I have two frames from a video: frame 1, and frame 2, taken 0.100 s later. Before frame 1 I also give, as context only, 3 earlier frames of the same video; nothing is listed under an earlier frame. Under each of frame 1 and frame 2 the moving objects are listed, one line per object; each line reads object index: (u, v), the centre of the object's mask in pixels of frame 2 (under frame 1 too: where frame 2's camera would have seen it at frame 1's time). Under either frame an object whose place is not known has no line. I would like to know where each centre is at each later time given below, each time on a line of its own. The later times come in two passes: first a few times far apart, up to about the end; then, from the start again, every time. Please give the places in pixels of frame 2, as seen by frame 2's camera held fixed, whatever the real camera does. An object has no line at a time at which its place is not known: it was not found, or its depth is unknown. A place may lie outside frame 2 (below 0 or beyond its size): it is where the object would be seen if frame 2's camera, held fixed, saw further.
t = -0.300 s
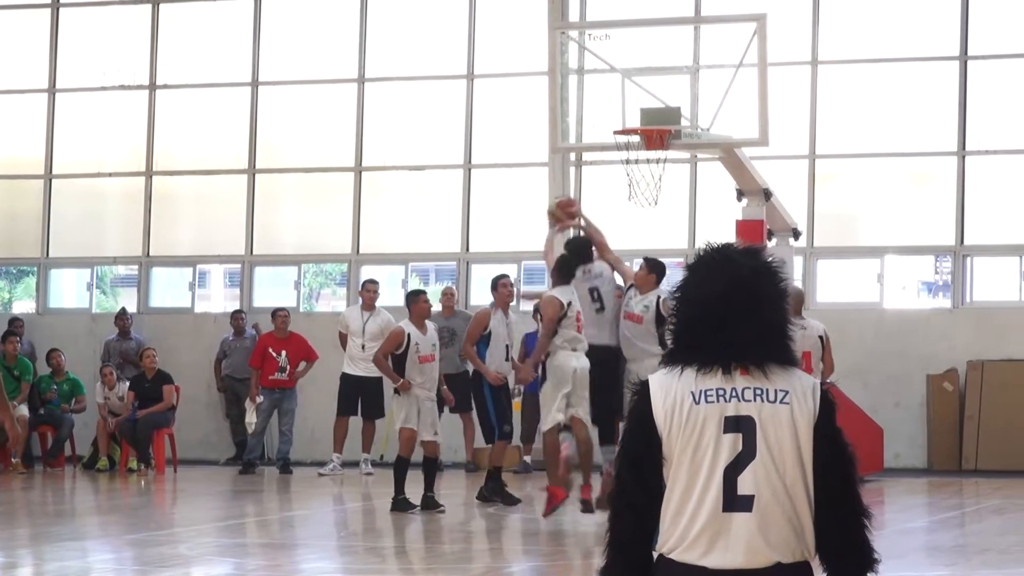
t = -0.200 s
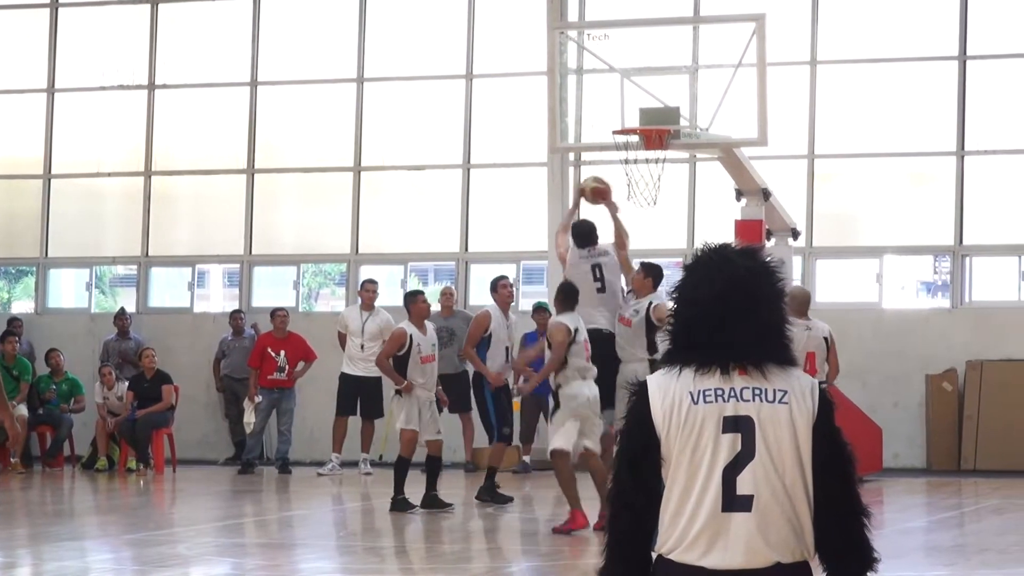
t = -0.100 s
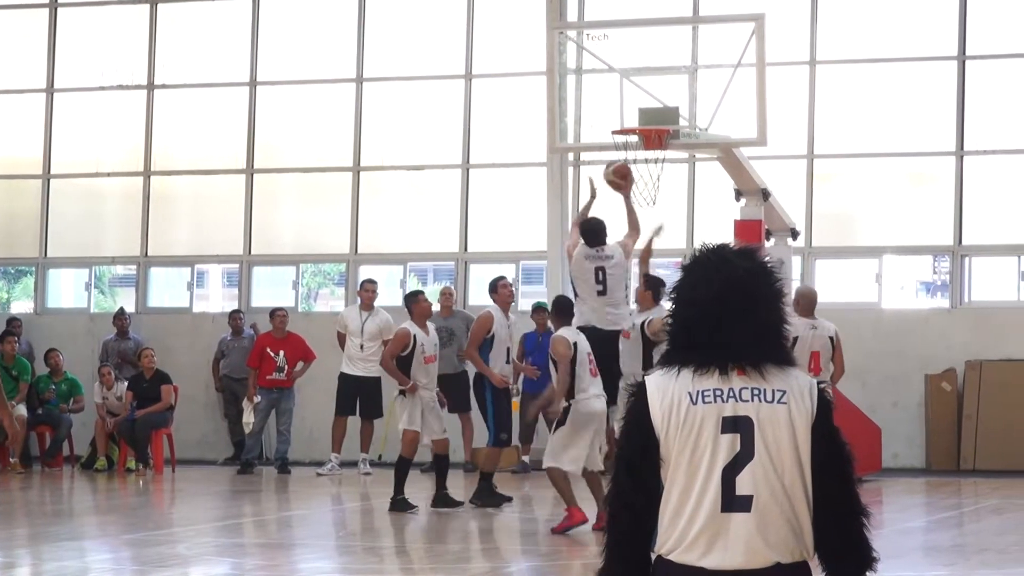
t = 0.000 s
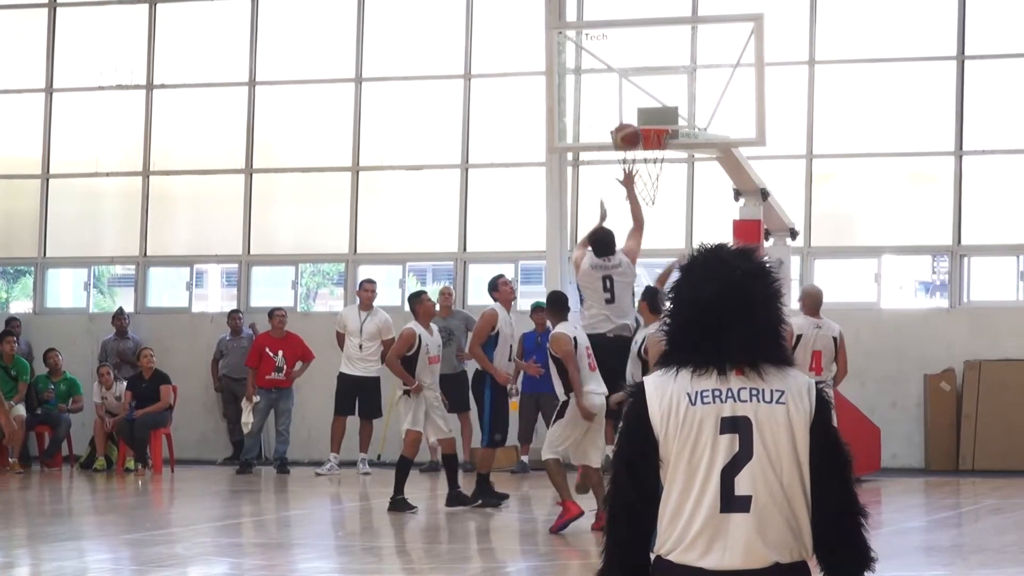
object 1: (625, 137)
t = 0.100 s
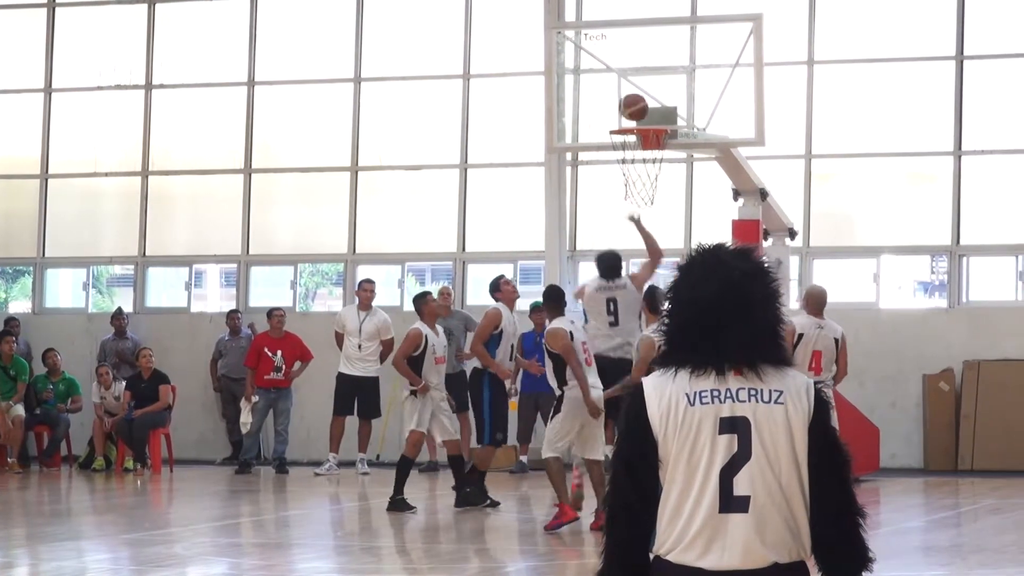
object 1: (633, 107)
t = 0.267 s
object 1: (647, 86)
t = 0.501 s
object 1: (662, 112)
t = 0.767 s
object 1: (636, 114)
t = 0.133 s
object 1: (636, 100)
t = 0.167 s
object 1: (639, 94)
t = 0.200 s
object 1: (641, 90)
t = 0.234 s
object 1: (644, 87)
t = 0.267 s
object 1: (647, 86)
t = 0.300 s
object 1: (649, 86)
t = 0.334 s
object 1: (652, 87)
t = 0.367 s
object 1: (655, 90)
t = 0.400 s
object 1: (657, 94)
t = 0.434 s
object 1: (660, 100)
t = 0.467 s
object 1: (663, 107)
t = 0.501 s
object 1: (662, 112)
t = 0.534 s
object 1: (658, 116)
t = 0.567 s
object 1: (656, 114)
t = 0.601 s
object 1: (652, 111)
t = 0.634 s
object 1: (649, 110)
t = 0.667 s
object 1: (646, 109)
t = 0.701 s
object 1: (642, 111)
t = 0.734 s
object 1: (639, 114)
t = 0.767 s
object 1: (636, 114)
